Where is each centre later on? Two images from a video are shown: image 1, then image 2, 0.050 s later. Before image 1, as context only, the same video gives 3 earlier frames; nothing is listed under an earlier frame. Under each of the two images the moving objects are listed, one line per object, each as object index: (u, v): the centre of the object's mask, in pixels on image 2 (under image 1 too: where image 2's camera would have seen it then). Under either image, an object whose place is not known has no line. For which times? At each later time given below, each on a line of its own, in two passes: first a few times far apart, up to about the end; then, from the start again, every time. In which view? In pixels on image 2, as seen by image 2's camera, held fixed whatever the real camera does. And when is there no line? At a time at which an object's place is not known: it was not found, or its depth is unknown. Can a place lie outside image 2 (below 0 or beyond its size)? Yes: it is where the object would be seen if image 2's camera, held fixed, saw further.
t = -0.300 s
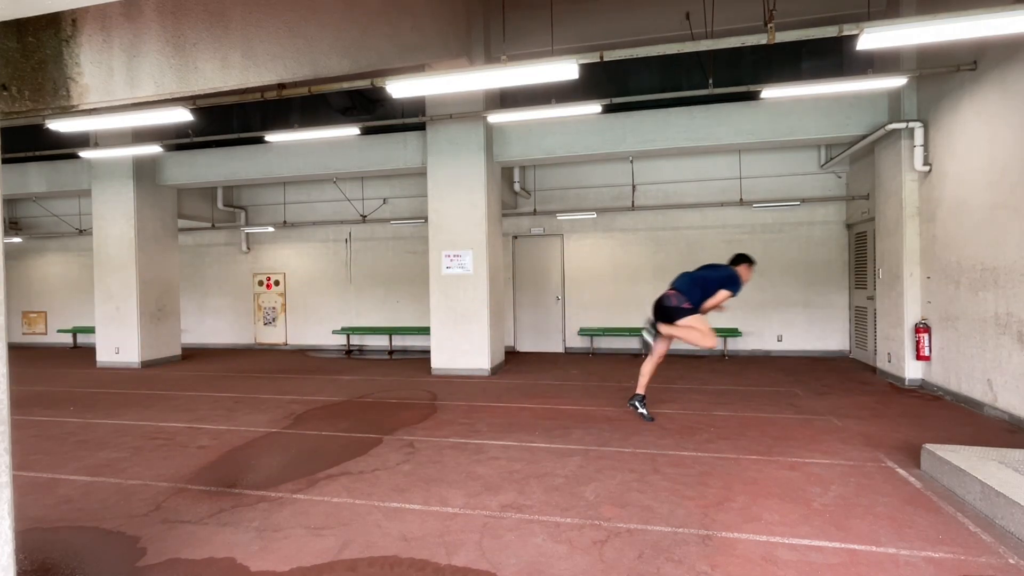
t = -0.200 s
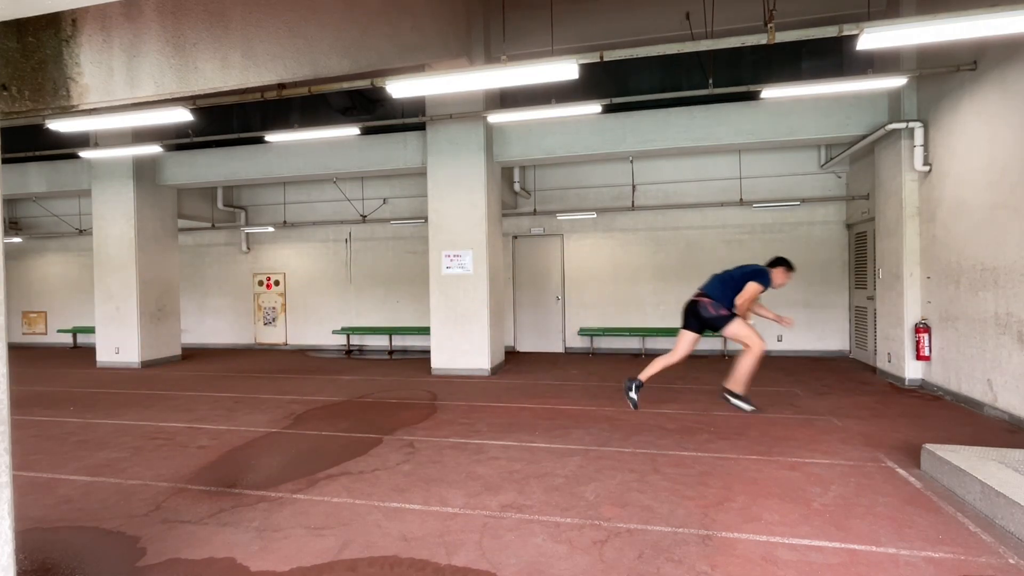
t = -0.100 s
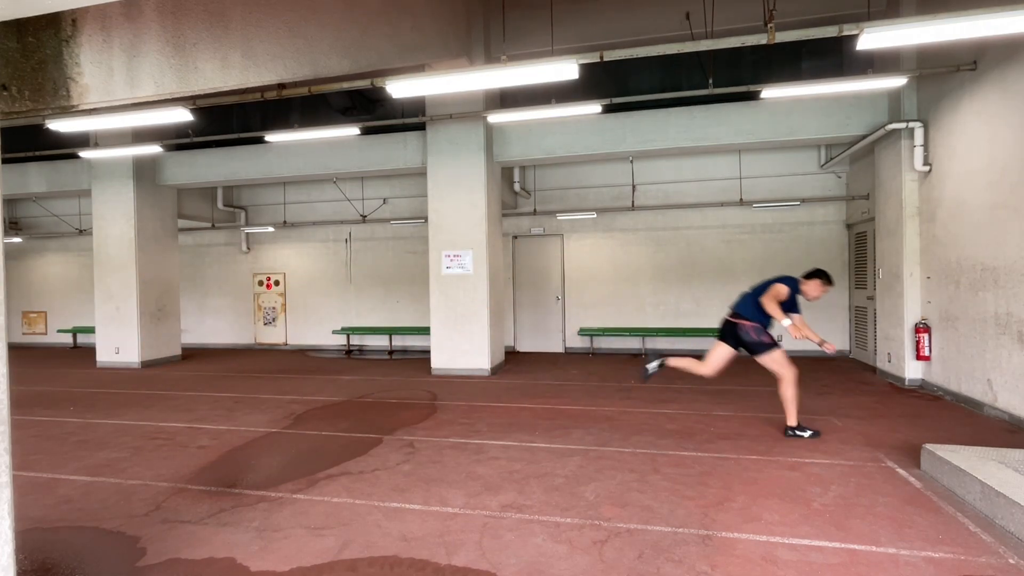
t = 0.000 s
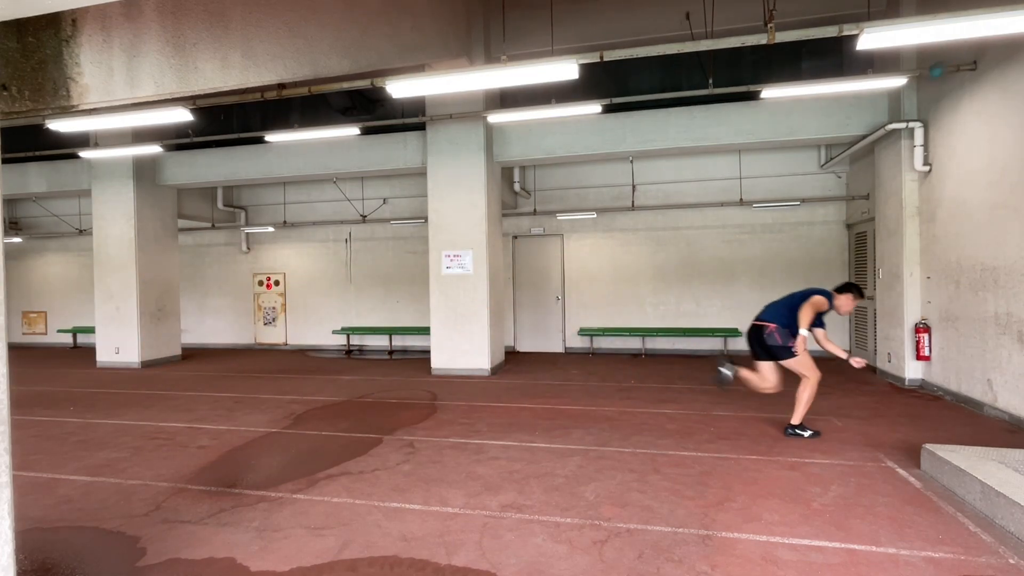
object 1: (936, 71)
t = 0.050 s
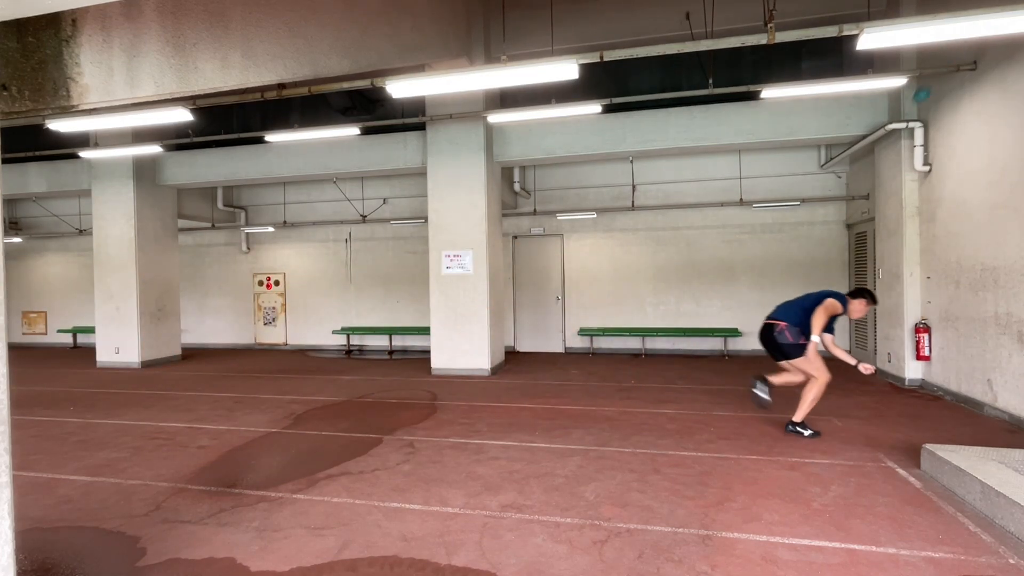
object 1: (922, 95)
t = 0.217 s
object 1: (876, 197)
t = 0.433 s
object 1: (817, 387)
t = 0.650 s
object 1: (794, 443)
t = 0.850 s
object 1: (788, 450)
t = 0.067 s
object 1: (917, 103)
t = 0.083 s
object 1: (913, 112)
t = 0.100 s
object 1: (908, 120)
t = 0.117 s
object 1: (903, 132)
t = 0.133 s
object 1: (898, 142)
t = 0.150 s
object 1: (894, 152)
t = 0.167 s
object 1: (889, 162)
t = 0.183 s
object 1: (885, 173)
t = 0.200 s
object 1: (881, 186)
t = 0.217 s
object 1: (876, 197)
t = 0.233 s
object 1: (871, 210)
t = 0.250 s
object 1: (868, 222)
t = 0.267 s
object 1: (862, 234)
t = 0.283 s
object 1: (858, 249)
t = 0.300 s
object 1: (854, 263)
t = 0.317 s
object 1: (849, 277)
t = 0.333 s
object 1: (844, 292)
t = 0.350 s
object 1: (839, 307)
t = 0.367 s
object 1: (835, 323)
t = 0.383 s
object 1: (830, 339)
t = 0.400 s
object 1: (826, 356)
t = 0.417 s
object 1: (822, 371)
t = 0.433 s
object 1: (817, 387)
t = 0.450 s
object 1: (813, 404)
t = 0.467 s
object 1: (809, 422)
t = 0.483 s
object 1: (804, 441)
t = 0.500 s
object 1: (801, 450)
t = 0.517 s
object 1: (800, 448)
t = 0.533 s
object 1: (800, 446)
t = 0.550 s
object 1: (799, 445)
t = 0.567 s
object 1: (798, 444)
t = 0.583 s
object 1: (797, 443)
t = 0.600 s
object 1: (797, 442)
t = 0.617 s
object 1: (796, 442)
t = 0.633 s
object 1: (795, 442)
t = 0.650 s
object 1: (794, 443)
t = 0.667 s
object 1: (793, 444)
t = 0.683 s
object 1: (793, 446)
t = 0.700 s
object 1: (792, 448)
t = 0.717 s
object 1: (791, 449)
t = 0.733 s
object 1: (791, 450)
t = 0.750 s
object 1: (790, 450)
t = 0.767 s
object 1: (790, 449)
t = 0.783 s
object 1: (789, 449)
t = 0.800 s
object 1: (789, 450)
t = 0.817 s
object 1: (788, 450)
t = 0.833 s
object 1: (788, 450)
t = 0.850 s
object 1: (788, 450)
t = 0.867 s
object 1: (788, 450)
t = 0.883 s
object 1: (787, 450)
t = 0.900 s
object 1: (787, 450)
